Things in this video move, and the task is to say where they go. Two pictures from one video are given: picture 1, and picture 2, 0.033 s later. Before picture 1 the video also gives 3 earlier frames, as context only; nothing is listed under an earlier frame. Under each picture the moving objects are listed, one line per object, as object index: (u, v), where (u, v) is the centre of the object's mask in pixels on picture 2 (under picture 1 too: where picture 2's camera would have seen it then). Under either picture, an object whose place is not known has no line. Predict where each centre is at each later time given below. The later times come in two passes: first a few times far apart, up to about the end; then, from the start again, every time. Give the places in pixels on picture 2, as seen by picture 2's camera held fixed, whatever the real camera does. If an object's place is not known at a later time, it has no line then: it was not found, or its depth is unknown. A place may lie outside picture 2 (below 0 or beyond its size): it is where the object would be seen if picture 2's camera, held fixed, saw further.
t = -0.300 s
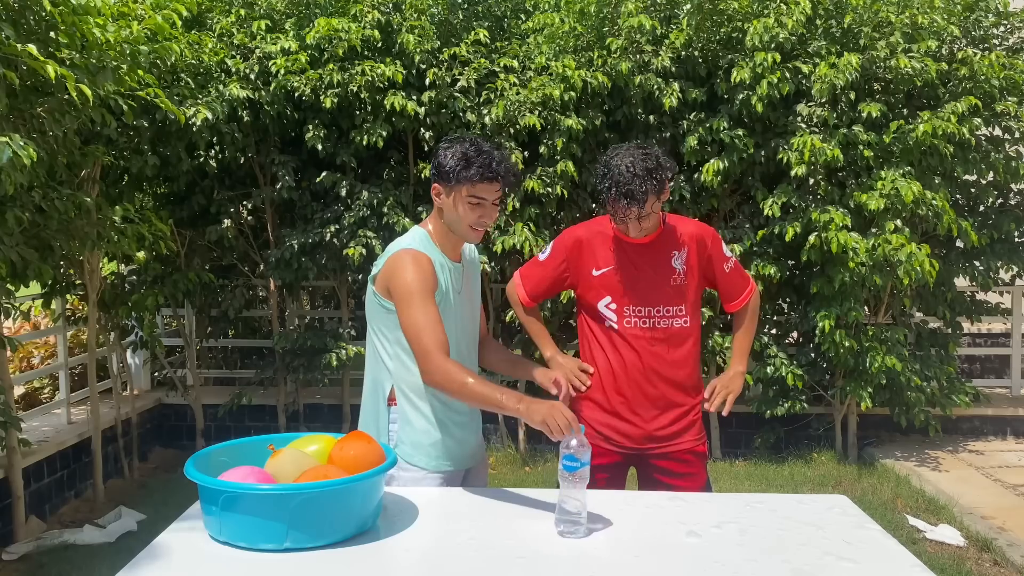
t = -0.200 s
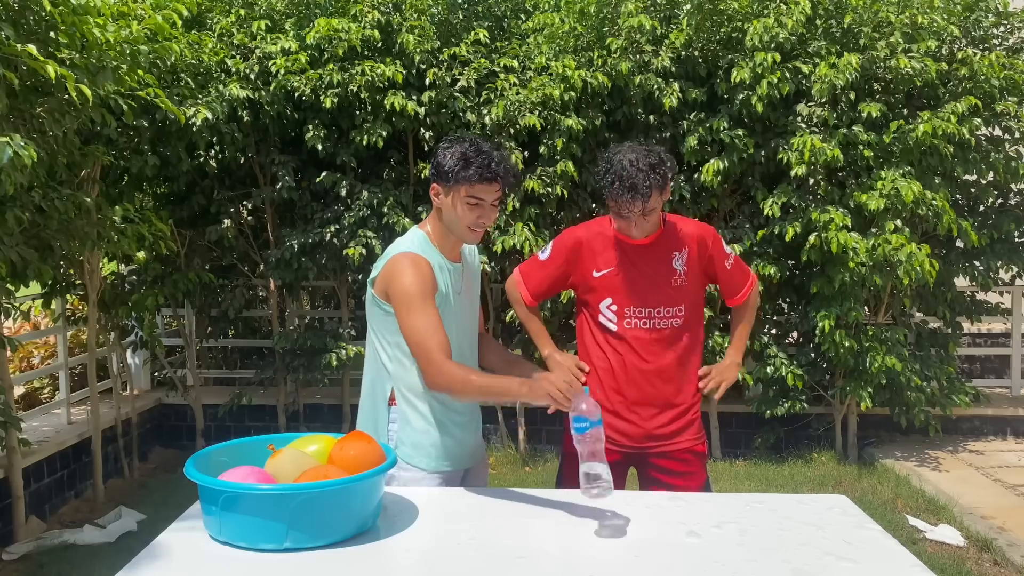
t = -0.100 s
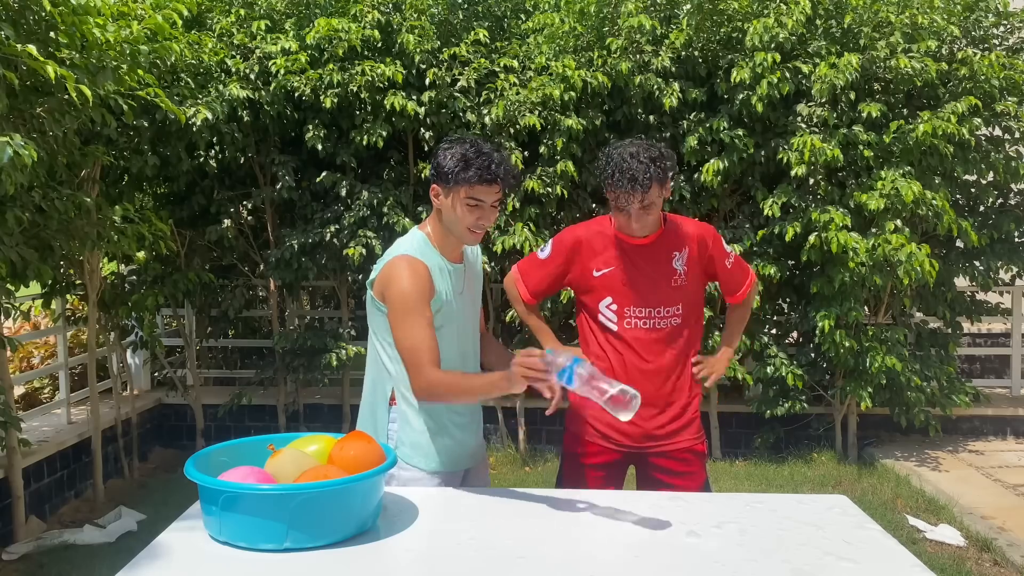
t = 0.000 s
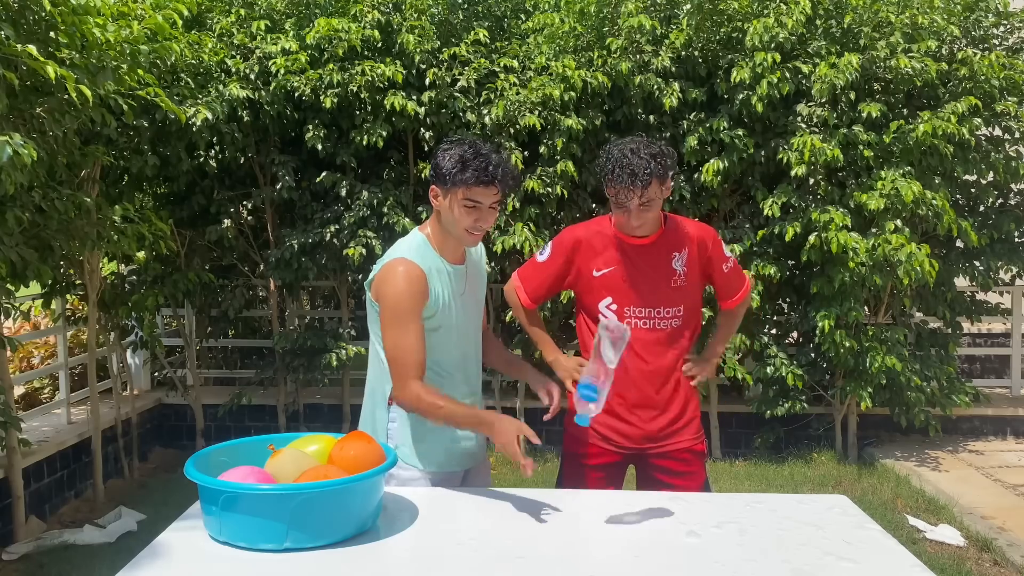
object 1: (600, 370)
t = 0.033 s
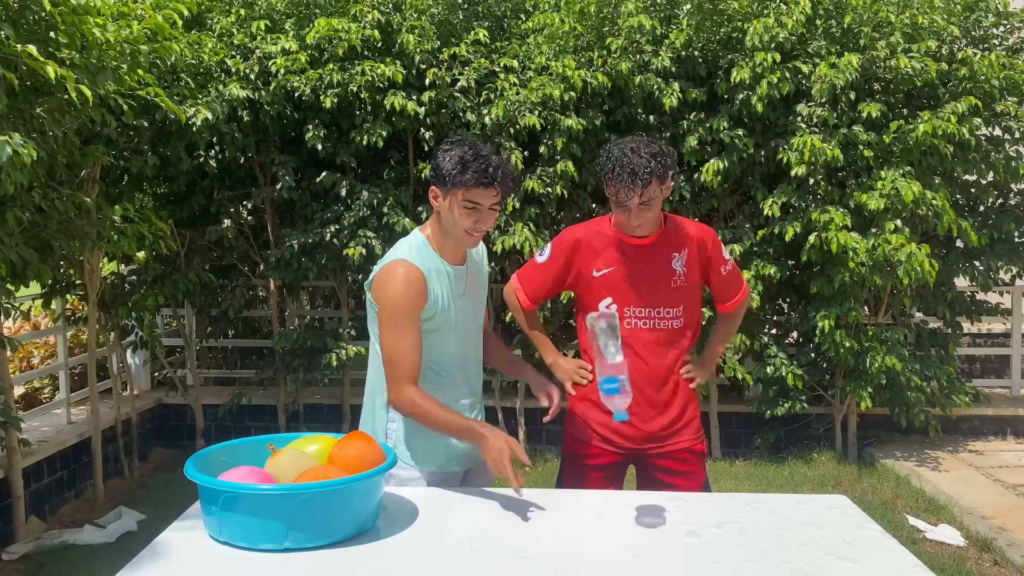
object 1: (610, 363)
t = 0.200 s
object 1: (598, 369)
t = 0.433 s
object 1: (586, 520)
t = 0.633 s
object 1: (585, 521)
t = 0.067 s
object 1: (615, 352)
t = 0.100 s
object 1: (615, 345)
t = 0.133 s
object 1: (609, 345)
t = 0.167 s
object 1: (604, 354)
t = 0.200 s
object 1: (598, 369)
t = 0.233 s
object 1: (593, 391)
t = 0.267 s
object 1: (587, 418)
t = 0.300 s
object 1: (583, 450)
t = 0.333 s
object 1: (579, 487)
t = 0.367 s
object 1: (584, 493)
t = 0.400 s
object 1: (587, 505)
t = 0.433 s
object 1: (586, 520)
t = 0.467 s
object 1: (587, 519)
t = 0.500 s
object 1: (586, 519)
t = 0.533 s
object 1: (586, 519)
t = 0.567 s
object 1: (586, 520)
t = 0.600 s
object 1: (585, 520)
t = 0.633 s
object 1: (585, 521)
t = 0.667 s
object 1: (585, 521)
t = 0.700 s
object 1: (586, 521)
